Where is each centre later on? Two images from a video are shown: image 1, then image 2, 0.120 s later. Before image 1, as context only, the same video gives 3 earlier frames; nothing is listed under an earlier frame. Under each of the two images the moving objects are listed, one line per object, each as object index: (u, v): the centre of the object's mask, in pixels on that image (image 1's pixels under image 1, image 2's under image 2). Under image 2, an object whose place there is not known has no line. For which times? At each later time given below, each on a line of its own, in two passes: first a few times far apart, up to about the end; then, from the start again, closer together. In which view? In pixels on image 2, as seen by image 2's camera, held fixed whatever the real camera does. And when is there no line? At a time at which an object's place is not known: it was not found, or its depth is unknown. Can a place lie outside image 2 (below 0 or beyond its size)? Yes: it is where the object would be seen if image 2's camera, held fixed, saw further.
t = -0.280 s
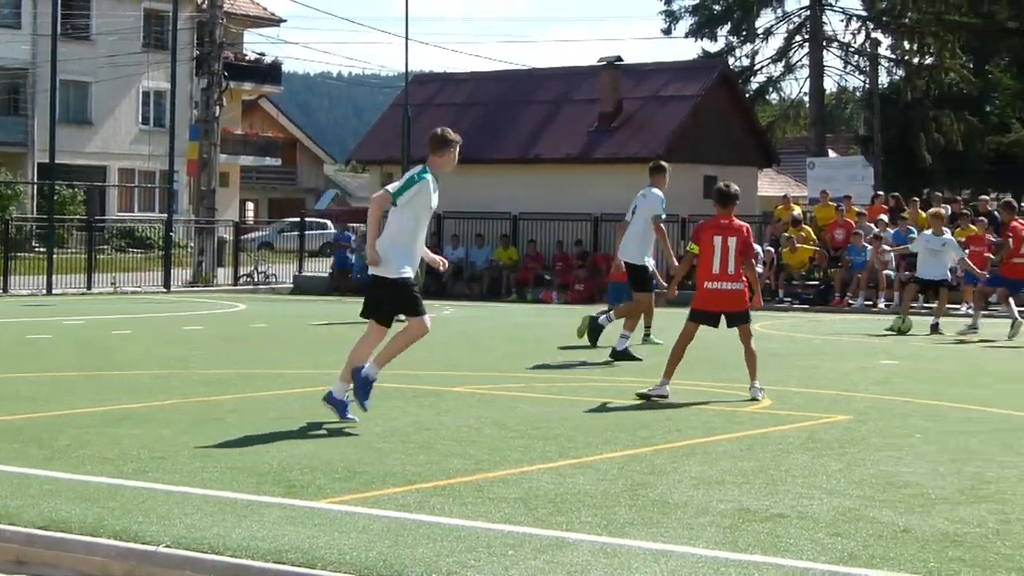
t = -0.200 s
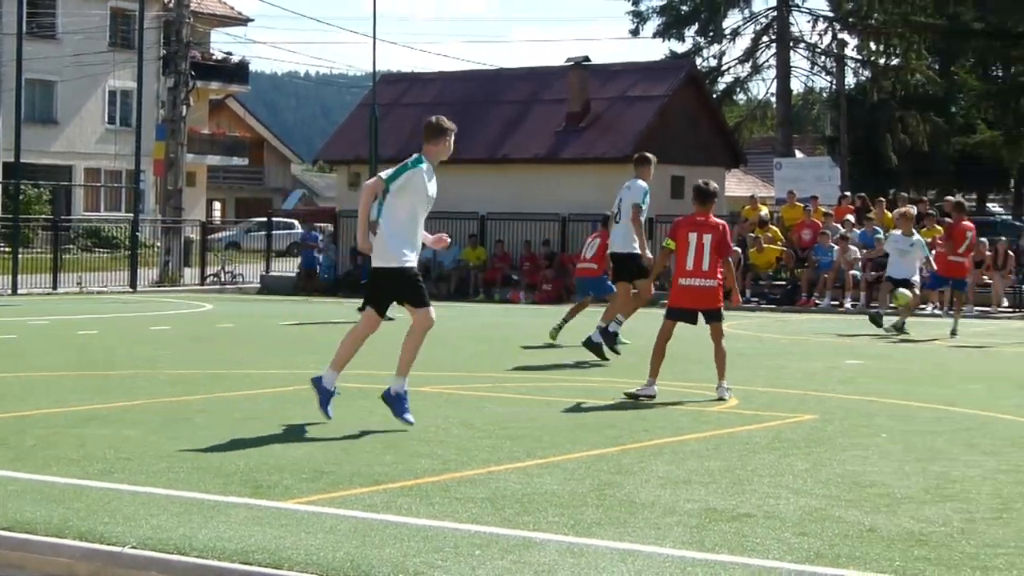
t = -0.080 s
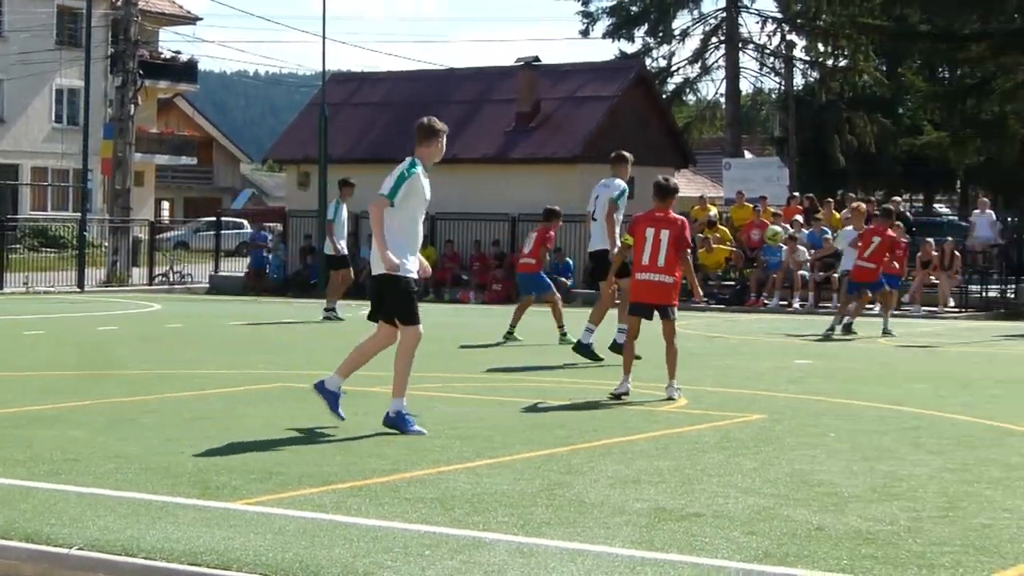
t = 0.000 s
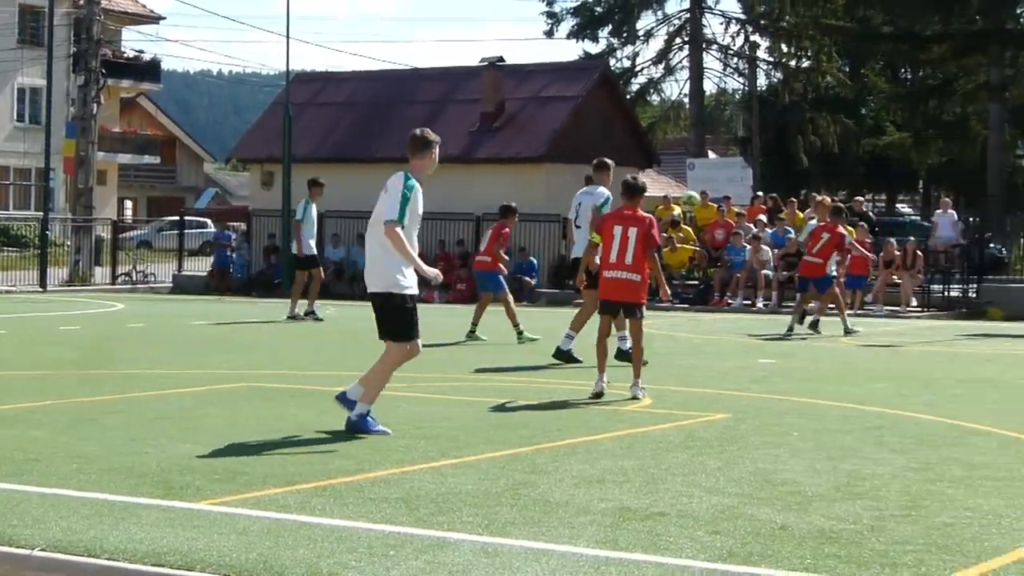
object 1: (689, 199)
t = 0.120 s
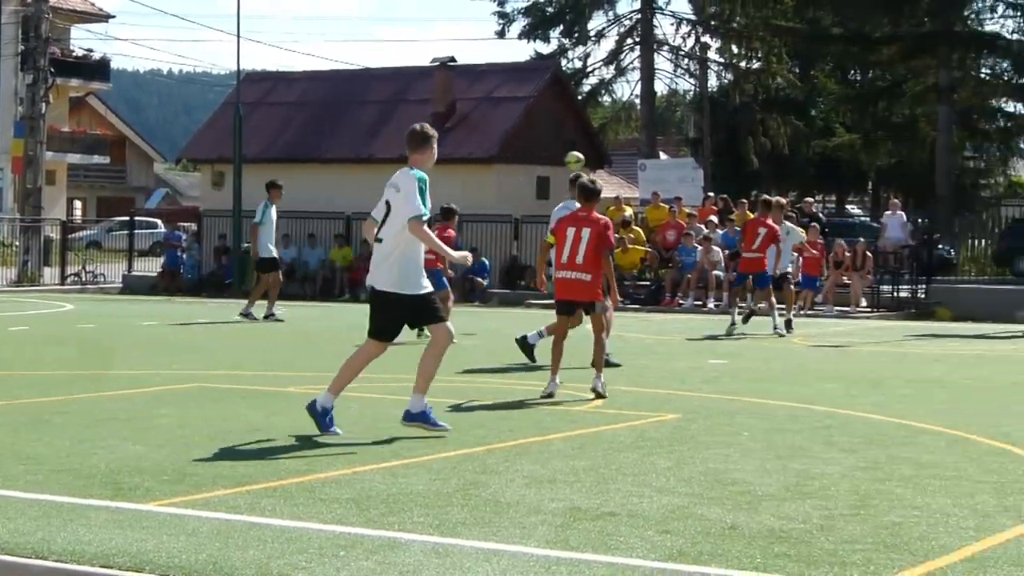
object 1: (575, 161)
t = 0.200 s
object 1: (531, 140)
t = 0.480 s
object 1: (391, 108)
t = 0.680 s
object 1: (301, 117)
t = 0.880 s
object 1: (218, 151)
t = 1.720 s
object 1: (15, 213)
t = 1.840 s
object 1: (6, 207)
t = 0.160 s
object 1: (552, 149)
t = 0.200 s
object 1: (531, 140)
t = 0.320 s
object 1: (469, 119)
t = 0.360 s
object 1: (449, 115)
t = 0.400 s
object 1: (429, 111)
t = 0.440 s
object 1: (410, 109)
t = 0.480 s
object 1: (391, 108)
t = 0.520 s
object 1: (372, 108)
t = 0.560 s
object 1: (353, 109)
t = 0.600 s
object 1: (335, 111)
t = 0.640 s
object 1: (318, 113)
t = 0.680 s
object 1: (301, 117)
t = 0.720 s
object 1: (284, 122)
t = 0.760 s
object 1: (267, 129)
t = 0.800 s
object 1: (251, 135)
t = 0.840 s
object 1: (235, 143)
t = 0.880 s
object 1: (218, 151)
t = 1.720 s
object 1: (15, 213)
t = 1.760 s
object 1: (12, 210)
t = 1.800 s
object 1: (8, 208)
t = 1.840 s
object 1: (6, 207)
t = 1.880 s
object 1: (3, 206)
